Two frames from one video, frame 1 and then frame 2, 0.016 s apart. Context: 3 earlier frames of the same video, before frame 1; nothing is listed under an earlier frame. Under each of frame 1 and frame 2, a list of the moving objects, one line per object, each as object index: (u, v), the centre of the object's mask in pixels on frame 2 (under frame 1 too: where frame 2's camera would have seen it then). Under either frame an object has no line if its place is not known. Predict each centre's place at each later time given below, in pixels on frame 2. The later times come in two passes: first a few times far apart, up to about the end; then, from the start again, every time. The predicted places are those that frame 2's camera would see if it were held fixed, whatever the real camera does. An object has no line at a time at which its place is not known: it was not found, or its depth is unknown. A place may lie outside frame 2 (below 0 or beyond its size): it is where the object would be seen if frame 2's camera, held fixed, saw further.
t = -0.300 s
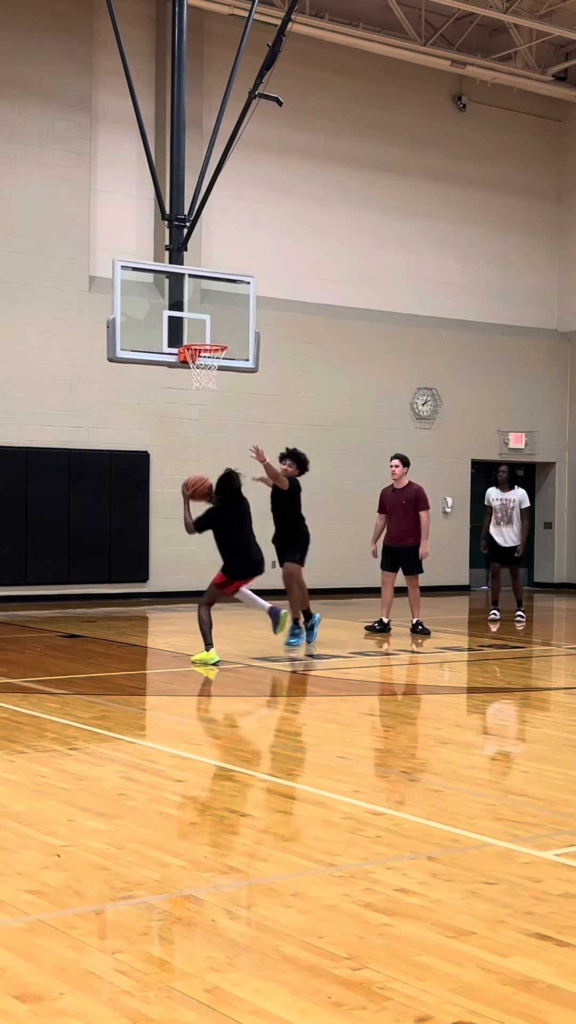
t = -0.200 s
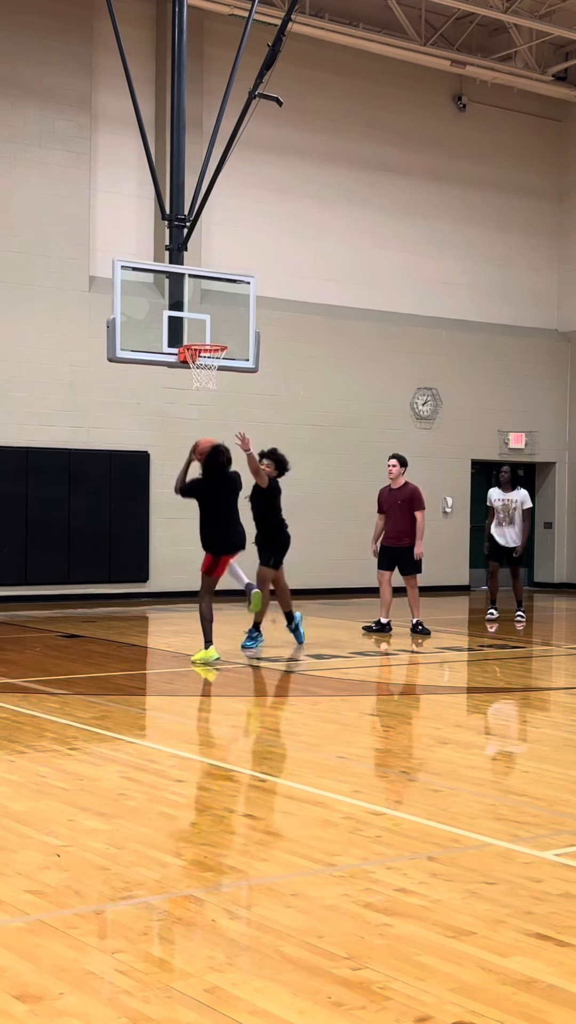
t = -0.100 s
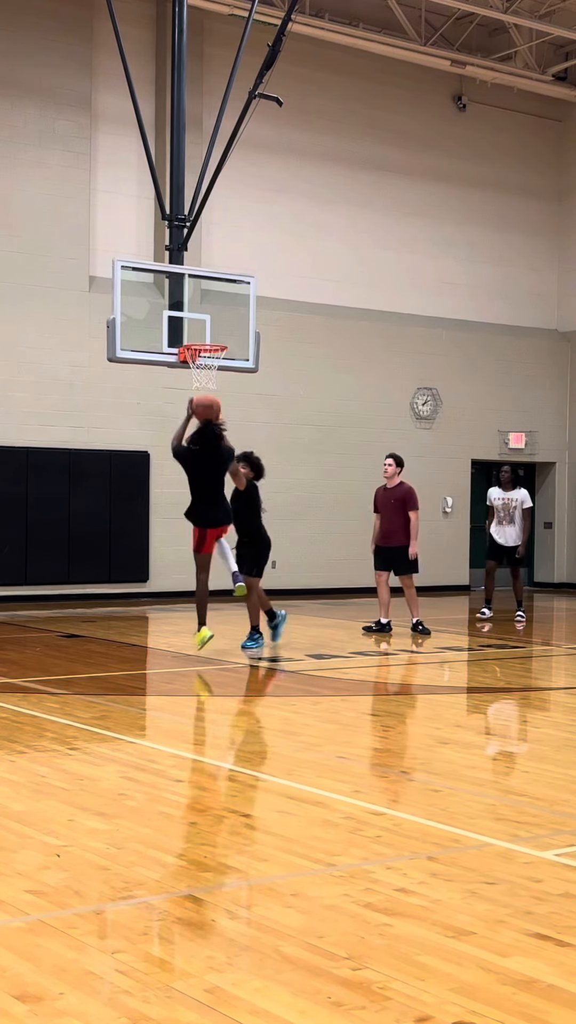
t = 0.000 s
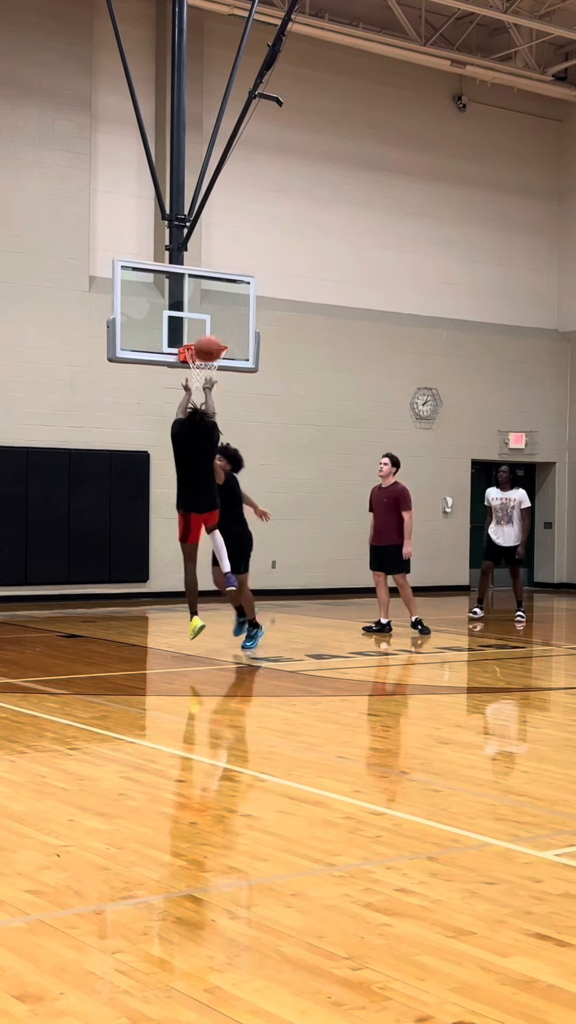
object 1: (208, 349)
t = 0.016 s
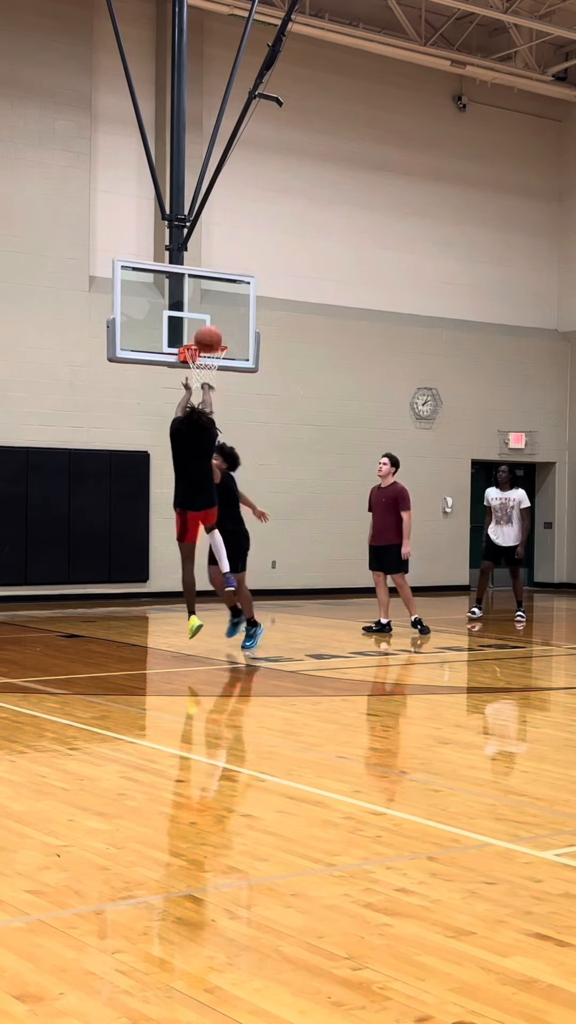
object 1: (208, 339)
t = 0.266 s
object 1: (212, 239)
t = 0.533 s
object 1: (215, 214)
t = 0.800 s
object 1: (217, 257)
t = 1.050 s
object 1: (216, 335)
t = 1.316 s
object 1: (201, 267)
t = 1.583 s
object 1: (189, 255)
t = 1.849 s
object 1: (188, 258)
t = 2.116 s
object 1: (192, 300)
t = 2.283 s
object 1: (202, 340)
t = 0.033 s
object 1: (209, 330)
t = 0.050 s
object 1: (209, 321)
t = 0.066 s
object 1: (209, 312)
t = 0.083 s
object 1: (210, 304)
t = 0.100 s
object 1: (210, 298)
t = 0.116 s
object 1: (210, 290)
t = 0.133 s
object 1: (210, 283)
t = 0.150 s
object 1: (211, 276)
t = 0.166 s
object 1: (211, 270)
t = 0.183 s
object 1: (211, 264)
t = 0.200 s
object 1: (212, 258)
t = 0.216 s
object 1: (212, 253)
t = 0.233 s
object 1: (212, 248)
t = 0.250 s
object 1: (212, 244)
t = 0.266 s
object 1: (212, 239)
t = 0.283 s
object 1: (213, 235)
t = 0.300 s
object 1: (213, 232)
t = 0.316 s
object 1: (213, 229)
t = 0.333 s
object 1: (213, 226)
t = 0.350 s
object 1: (213, 223)
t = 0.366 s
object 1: (214, 221)
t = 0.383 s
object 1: (214, 218)
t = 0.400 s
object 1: (214, 217)
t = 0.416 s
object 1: (214, 216)
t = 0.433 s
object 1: (215, 214)
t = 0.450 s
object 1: (215, 214)
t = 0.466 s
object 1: (215, 213)
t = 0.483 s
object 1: (215, 213)
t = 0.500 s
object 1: (215, 213)
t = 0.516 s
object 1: (215, 213)
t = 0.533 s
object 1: (215, 214)
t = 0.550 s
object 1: (215, 215)
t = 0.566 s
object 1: (215, 216)
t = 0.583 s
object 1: (216, 217)
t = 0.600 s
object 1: (216, 219)
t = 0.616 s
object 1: (216, 220)
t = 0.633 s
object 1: (216, 223)
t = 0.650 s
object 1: (216, 225)
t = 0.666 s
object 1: (216, 228)
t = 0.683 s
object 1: (216, 231)
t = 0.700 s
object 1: (216, 234)
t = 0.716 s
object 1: (216, 237)
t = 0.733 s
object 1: (216, 241)
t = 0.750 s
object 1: (217, 244)
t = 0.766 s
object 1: (217, 249)
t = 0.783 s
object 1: (217, 253)
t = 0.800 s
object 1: (217, 257)
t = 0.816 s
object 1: (217, 262)
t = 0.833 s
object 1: (217, 267)
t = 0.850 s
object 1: (217, 272)
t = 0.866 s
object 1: (217, 277)
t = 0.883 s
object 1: (217, 283)
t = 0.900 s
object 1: (217, 288)
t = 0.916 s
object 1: (217, 294)
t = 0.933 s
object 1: (217, 300)
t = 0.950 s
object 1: (217, 307)
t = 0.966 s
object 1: (217, 314)
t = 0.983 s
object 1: (217, 320)
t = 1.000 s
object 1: (217, 327)
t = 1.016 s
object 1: (217, 334)
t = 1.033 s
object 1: (217, 338)
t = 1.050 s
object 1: (216, 335)
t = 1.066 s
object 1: (215, 329)
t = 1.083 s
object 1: (214, 324)
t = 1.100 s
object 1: (213, 318)
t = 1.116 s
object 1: (213, 312)
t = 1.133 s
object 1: (211, 307)
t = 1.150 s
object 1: (211, 302)
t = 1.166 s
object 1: (210, 298)
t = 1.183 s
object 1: (209, 294)
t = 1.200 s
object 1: (208, 289)
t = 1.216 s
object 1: (207, 285)
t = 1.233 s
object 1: (206, 282)
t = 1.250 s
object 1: (205, 278)
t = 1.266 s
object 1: (204, 275)
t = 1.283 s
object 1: (203, 272)
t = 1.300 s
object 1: (202, 269)
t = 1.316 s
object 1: (201, 267)
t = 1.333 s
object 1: (200, 265)
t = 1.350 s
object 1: (199, 263)
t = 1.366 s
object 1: (198, 261)
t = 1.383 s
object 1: (198, 259)
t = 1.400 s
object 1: (197, 258)
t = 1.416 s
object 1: (196, 258)
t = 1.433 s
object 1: (195, 257)
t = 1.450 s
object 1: (194, 256)
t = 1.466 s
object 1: (193, 256)
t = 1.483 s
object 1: (192, 256)
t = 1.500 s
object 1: (191, 256)
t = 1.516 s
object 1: (190, 257)
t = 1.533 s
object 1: (190, 256)
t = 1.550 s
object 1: (189, 255)
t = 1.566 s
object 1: (189, 255)
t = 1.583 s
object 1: (189, 255)
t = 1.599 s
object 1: (188, 255)
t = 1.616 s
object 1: (188, 254)
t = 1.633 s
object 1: (188, 255)
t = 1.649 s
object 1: (188, 255)
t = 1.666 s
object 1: (187, 256)
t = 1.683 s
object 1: (187, 256)
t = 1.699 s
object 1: (187, 255)
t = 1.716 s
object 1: (187, 255)
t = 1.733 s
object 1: (187, 255)
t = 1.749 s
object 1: (187, 256)
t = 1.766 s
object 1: (188, 256)
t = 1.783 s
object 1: (188, 257)
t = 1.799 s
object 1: (188, 257)
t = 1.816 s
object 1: (187, 257)
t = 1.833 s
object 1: (188, 257)
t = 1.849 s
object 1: (188, 258)
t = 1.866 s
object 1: (188, 258)
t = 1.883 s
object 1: (189, 259)
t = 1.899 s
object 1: (189, 260)
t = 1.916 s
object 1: (189, 262)
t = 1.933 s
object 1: (189, 264)
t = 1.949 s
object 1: (189, 266)
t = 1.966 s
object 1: (190, 268)
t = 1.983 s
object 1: (190, 271)
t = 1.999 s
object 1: (191, 274)
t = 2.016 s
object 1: (190, 277)
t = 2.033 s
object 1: (191, 280)
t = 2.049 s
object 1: (191, 283)
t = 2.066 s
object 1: (192, 287)
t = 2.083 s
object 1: (191, 291)
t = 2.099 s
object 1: (192, 295)
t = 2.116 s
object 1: (192, 300)
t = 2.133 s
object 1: (192, 304)
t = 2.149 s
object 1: (192, 309)
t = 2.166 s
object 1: (193, 315)
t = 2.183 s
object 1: (193, 320)
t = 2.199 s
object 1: (193, 326)
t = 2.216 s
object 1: (193, 332)
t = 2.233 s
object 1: (193, 337)
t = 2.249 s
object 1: (193, 339)
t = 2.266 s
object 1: (197, 339)
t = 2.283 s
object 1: (202, 340)
